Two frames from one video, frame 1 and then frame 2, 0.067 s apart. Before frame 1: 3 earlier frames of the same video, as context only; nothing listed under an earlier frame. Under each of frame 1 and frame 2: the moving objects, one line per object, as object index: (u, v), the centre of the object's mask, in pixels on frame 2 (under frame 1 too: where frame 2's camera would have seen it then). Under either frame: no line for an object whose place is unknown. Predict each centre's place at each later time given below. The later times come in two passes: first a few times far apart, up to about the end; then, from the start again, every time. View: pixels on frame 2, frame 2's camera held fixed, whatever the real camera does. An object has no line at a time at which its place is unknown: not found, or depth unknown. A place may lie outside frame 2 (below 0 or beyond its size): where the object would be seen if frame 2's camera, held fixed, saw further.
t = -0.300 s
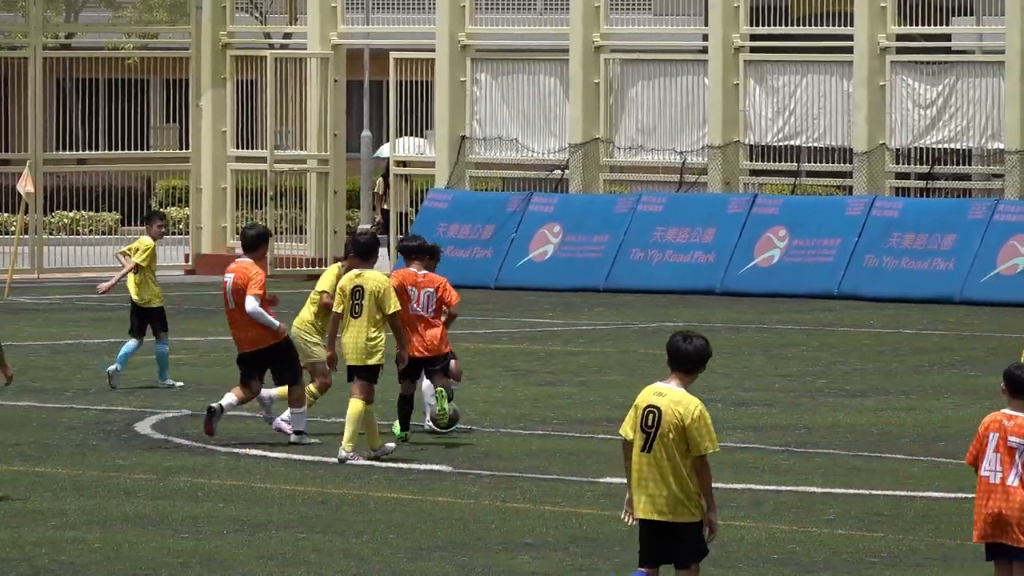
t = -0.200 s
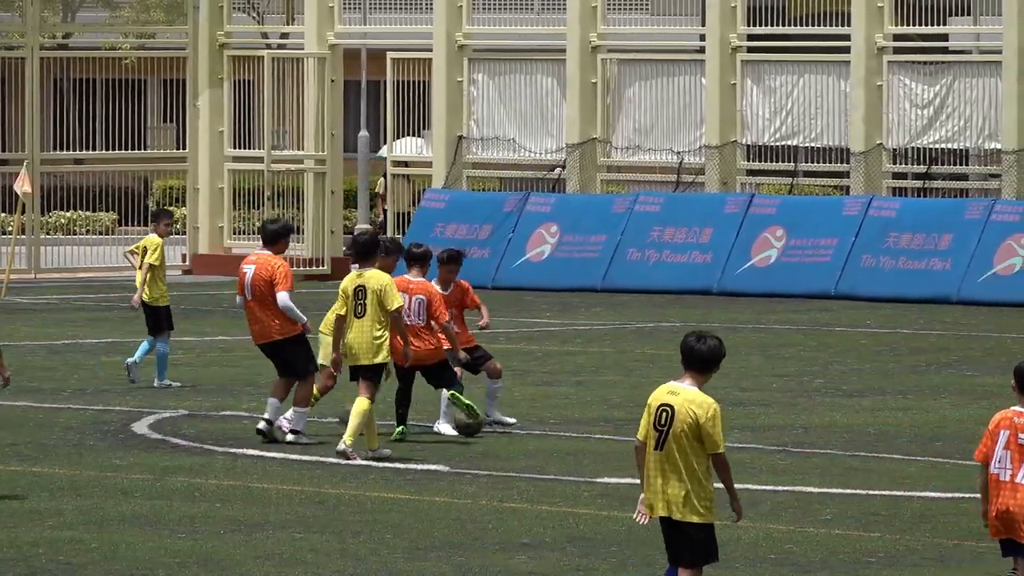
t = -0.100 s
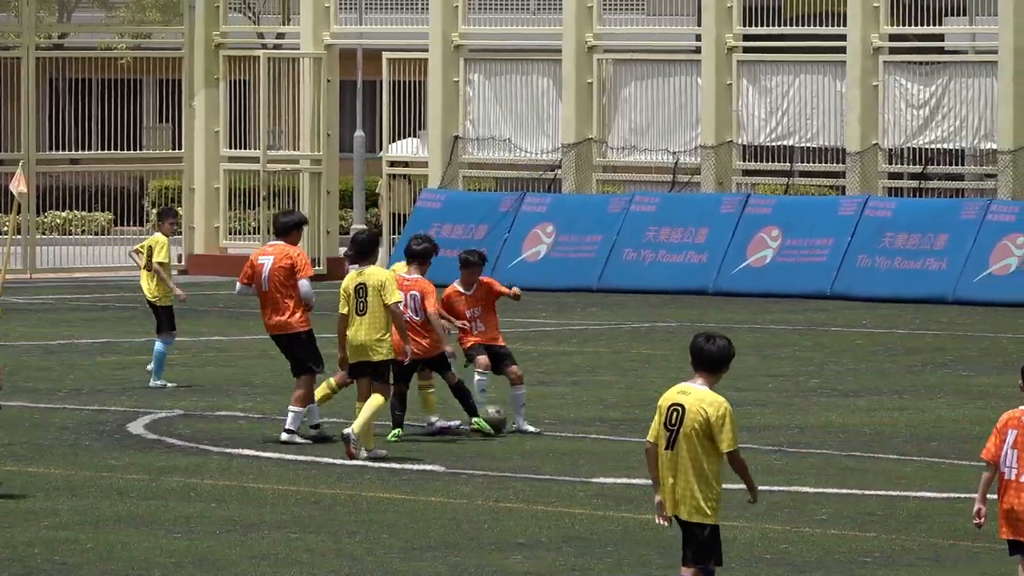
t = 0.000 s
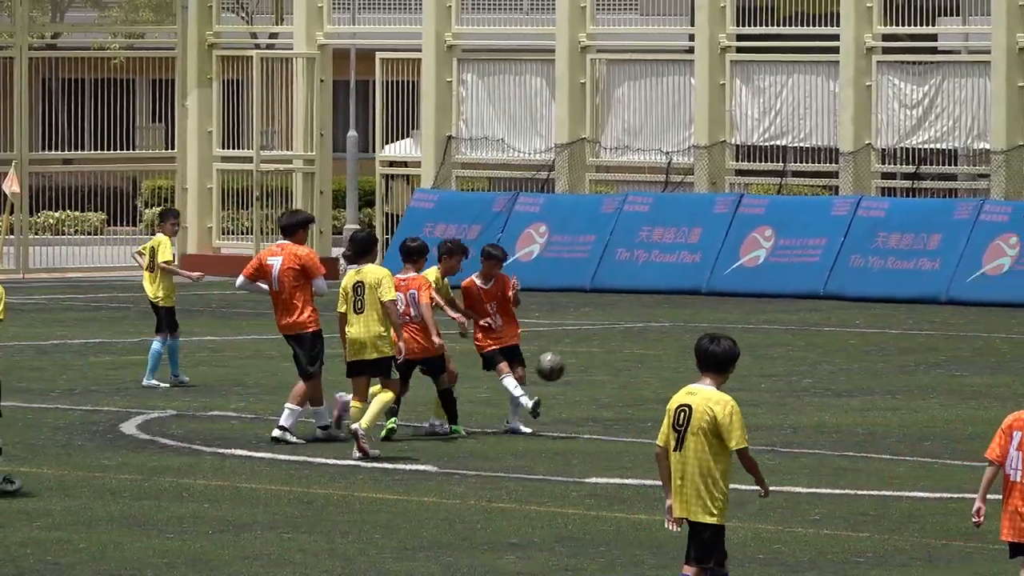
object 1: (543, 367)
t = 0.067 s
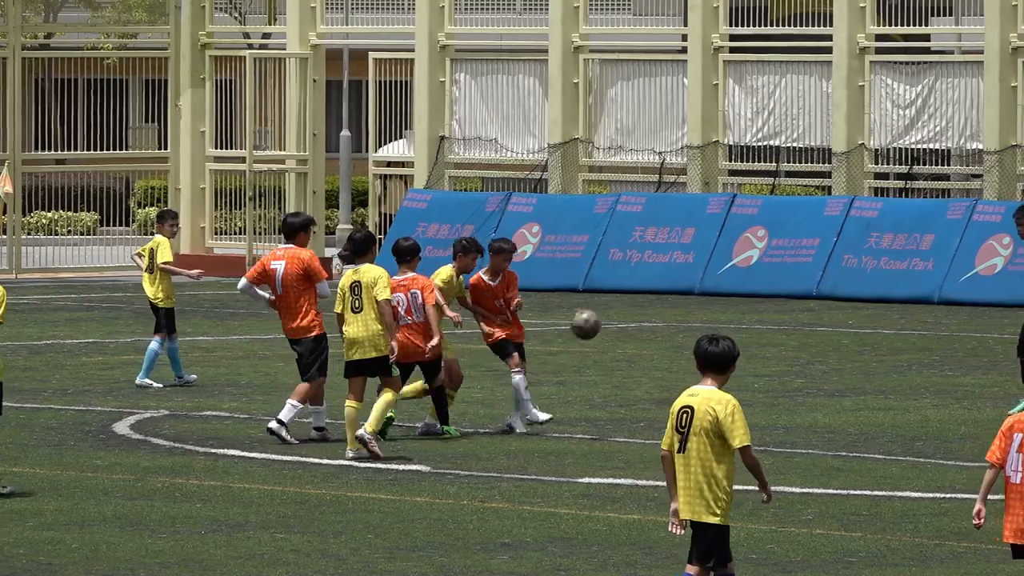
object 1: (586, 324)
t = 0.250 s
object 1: (702, 238)
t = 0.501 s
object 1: (865, 188)
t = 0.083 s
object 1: (596, 315)
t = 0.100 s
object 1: (607, 305)
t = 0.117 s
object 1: (617, 297)
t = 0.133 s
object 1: (627, 288)
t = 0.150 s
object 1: (638, 280)
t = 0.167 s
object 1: (649, 272)
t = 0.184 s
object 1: (660, 265)
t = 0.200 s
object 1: (670, 257)
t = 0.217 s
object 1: (681, 251)
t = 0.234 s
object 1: (692, 244)
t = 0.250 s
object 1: (702, 238)
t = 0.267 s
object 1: (713, 233)
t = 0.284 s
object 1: (724, 227)
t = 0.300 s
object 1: (734, 222)
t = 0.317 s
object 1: (745, 217)
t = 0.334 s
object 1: (756, 213)
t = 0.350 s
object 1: (767, 208)
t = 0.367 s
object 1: (778, 204)
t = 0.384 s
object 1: (788, 202)
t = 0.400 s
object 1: (799, 198)
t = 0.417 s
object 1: (810, 196)
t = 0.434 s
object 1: (821, 194)
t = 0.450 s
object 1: (832, 193)
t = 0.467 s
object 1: (842, 190)
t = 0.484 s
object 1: (854, 189)
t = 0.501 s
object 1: (865, 188)
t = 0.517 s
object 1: (876, 187)
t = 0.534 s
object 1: (886, 187)
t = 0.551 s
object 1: (897, 187)
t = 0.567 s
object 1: (909, 188)
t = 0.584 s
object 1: (920, 189)
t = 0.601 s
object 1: (930, 192)
